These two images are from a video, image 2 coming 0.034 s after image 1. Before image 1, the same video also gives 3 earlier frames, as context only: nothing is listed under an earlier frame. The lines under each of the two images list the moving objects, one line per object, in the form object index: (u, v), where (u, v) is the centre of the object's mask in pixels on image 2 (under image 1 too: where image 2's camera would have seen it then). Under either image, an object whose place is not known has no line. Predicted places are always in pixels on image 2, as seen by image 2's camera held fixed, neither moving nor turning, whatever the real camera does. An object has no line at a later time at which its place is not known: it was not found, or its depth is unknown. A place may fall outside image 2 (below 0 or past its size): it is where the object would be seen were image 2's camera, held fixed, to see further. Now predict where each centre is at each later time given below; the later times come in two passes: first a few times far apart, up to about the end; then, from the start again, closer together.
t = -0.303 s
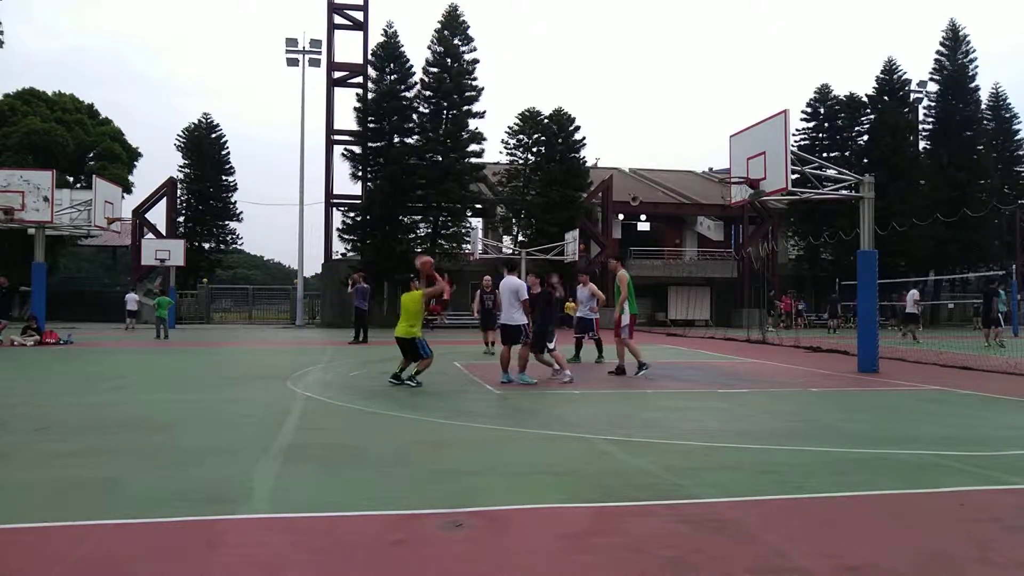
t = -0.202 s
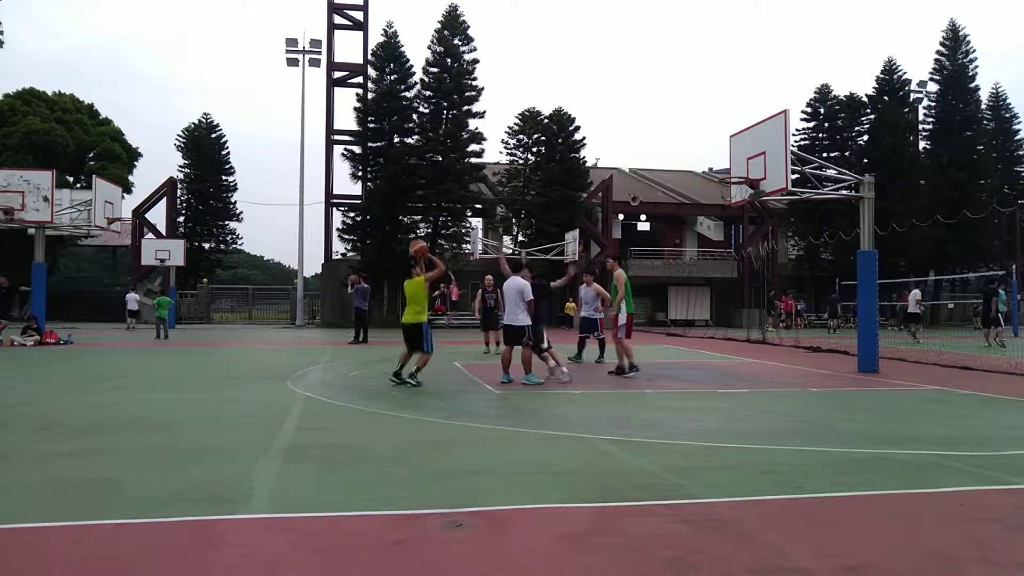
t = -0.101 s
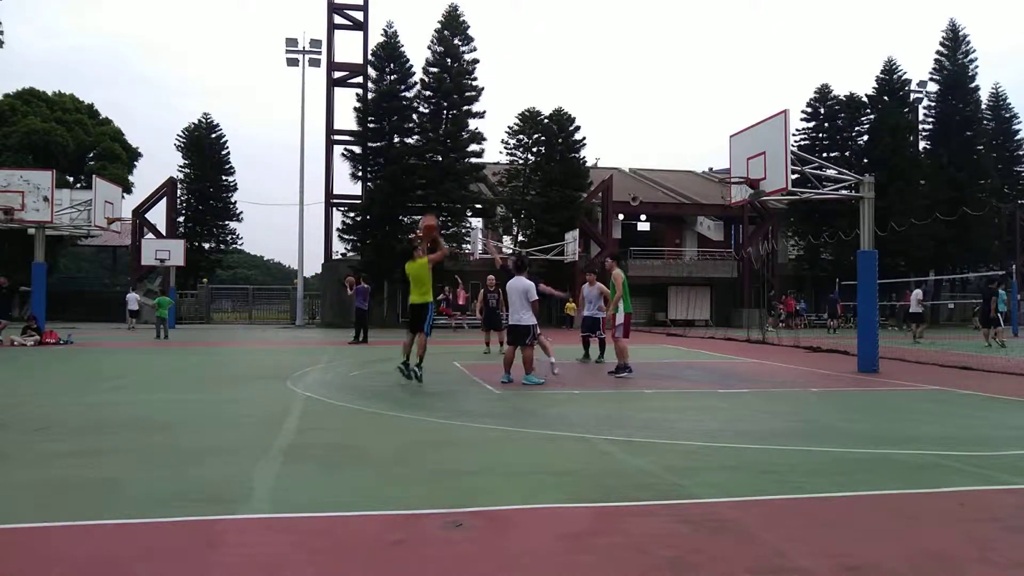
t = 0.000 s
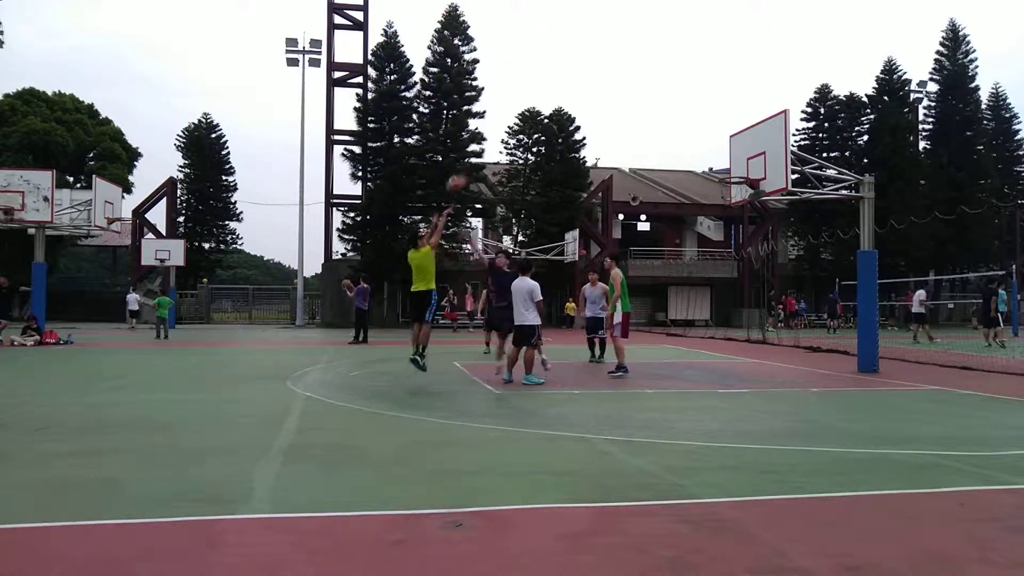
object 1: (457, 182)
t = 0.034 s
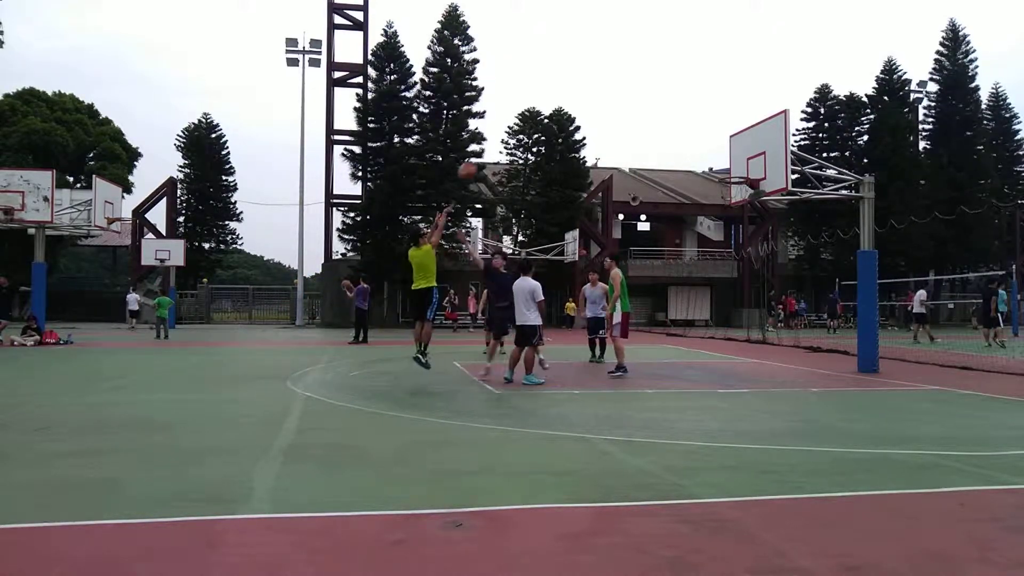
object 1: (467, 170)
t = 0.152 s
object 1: (504, 136)
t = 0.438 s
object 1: (585, 97)
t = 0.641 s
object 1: (636, 104)
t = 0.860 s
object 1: (686, 140)
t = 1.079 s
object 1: (697, 164)
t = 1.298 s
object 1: (655, 156)
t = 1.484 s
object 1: (621, 171)
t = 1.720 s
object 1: (578, 216)
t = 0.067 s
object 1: (477, 162)
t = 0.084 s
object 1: (484, 153)
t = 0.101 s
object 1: (488, 149)
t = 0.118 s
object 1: (494, 144)
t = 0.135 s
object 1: (498, 140)
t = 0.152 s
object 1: (504, 136)
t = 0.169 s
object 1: (507, 131)
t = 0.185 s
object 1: (513, 126)
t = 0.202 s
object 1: (518, 123)
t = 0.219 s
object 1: (524, 119)
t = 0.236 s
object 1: (528, 115)
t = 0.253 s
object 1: (533, 113)
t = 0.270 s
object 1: (538, 110)
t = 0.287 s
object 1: (543, 109)
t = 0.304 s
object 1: (548, 106)
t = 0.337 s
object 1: (557, 103)
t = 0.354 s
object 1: (562, 102)
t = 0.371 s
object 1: (567, 100)
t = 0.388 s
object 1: (571, 99)
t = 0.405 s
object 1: (576, 98)
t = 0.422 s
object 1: (580, 97)
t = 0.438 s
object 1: (585, 97)
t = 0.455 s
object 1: (589, 96)
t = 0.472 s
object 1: (593, 96)
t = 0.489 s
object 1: (598, 96)
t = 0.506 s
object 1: (602, 96)
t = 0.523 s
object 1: (606, 97)
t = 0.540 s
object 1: (611, 97)
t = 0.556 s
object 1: (615, 98)
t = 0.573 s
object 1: (619, 99)
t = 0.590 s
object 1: (623, 100)
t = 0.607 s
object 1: (627, 101)
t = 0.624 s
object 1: (632, 103)
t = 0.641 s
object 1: (636, 104)
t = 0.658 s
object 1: (640, 106)
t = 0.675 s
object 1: (644, 108)
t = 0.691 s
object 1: (648, 110)
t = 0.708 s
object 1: (652, 112)
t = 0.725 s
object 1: (656, 115)
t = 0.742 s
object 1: (659, 117)
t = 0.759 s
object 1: (663, 120)
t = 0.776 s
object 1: (667, 123)
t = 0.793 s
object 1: (671, 126)
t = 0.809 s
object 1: (675, 129)
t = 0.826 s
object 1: (679, 133)
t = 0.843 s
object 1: (682, 136)
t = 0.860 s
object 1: (686, 140)
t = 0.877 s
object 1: (690, 144)
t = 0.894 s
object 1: (693, 148)
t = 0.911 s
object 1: (697, 152)
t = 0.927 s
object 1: (701, 157)
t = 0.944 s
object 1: (704, 161)
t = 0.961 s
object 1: (708, 165)
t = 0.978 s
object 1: (710, 168)
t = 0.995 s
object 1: (711, 170)
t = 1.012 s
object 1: (710, 172)
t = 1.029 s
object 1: (708, 171)
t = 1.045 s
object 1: (704, 169)
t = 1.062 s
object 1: (701, 167)
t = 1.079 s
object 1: (697, 164)
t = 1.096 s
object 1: (694, 163)
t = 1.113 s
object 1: (691, 162)
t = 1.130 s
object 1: (687, 160)
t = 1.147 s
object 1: (684, 159)
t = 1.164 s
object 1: (681, 158)
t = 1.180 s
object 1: (677, 157)
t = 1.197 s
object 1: (674, 156)
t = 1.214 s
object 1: (671, 156)
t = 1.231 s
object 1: (668, 156)
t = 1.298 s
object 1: (655, 156)
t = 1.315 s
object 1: (652, 157)
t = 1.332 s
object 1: (649, 157)
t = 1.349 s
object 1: (645, 158)
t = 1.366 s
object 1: (642, 160)
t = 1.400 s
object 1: (636, 162)
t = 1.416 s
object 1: (633, 164)
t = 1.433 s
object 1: (629, 165)
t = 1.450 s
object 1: (626, 167)
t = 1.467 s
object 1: (623, 169)
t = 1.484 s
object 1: (621, 171)
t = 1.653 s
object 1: (590, 200)
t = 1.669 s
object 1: (588, 206)
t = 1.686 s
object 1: (586, 209)
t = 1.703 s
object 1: (581, 213)
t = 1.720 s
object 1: (578, 216)
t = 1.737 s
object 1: (575, 221)
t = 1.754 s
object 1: (573, 226)
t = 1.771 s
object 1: (570, 231)
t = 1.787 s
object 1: (566, 235)
